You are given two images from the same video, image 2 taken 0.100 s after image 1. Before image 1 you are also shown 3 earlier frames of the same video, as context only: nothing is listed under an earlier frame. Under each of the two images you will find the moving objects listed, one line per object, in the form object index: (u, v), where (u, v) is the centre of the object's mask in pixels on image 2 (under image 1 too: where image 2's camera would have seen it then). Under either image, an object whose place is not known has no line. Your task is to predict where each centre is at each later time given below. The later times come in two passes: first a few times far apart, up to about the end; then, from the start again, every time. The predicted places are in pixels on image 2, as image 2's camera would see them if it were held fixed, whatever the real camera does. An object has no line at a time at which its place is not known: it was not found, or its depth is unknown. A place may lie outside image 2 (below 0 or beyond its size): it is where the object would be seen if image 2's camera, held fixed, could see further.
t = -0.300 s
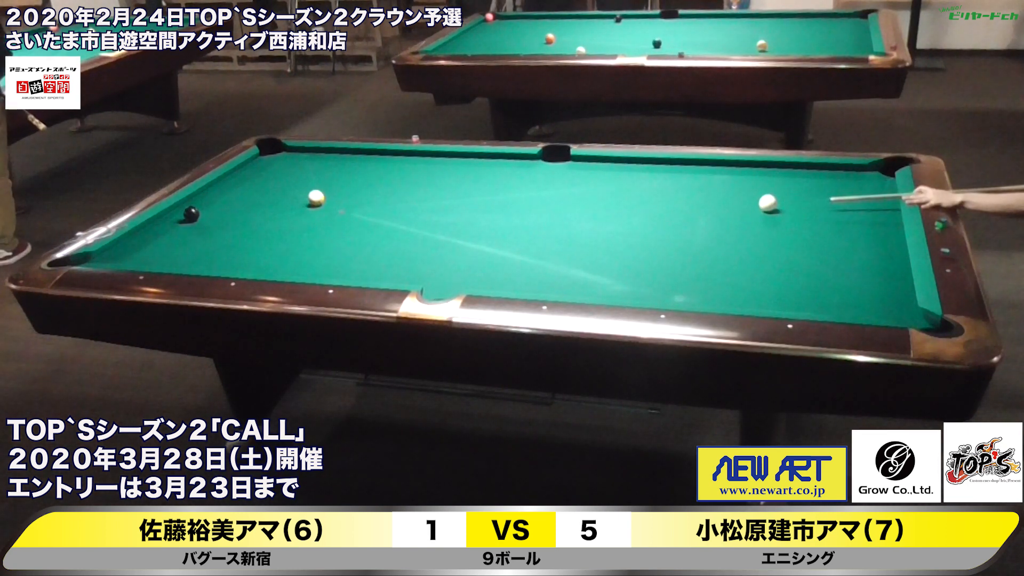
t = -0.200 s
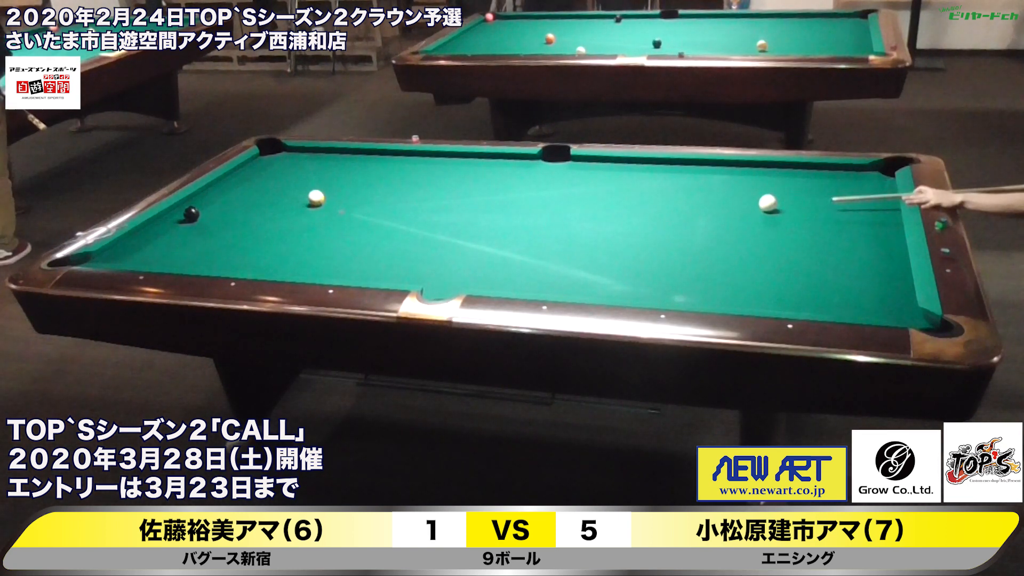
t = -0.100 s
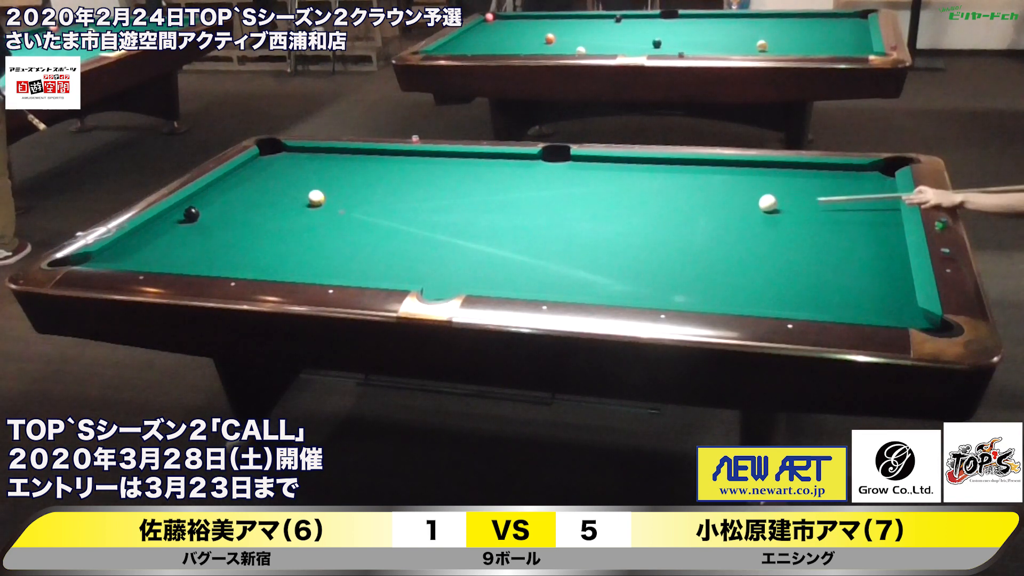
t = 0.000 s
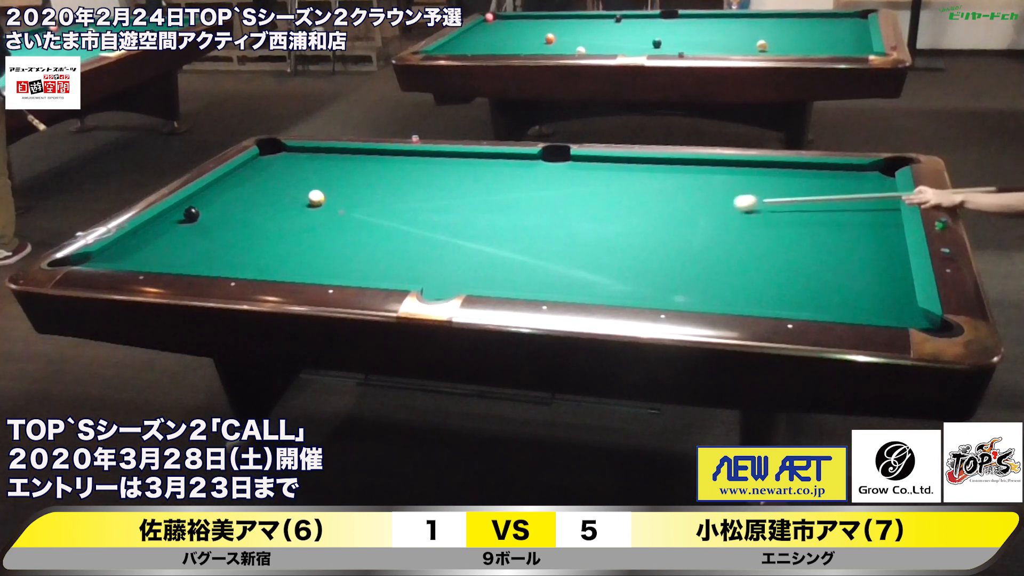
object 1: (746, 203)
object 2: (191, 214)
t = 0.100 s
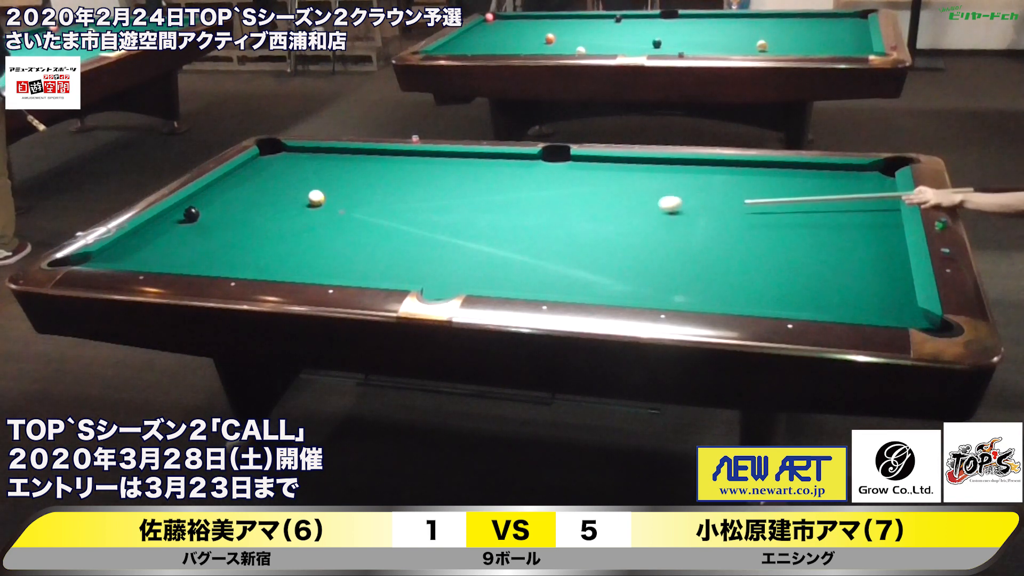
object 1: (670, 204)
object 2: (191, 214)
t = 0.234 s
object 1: (577, 206)
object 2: (191, 214)
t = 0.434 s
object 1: (443, 207)
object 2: (191, 214)
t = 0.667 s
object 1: (293, 210)
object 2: (191, 214)
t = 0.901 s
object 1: (206, 207)
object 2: (167, 221)
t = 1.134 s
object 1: (195, 200)
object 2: (211, 229)
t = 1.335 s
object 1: (215, 199)
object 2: (248, 238)
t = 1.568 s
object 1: (238, 198)
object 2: (295, 248)
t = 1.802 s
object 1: (260, 196)
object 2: (343, 260)
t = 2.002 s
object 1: (278, 196)
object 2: (386, 269)
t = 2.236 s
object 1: (298, 195)
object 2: (438, 281)
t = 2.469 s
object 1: (311, 192)
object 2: (493, 285)
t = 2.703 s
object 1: (322, 189)
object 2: (546, 286)
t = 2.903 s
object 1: (330, 187)
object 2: (590, 287)
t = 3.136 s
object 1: (338, 187)
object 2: (641, 287)
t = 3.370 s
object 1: (344, 186)
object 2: (690, 285)
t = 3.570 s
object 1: (349, 185)
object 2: (731, 284)
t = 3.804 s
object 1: (353, 183)
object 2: (778, 282)
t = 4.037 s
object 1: (356, 183)
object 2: (824, 281)
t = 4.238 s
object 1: (358, 182)
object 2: (862, 281)
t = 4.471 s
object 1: (360, 182)
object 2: (903, 281)
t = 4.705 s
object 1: (361, 181)
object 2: (879, 275)
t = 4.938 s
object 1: (361, 181)
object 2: (858, 270)
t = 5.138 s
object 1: (361, 181)
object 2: (841, 266)
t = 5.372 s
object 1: (361, 181)
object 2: (823, 263)
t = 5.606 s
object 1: (361, 181)
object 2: (807, 259)
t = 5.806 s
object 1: (361, 181)
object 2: (795, 256)
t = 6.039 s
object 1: (361, 181)
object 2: (782, 254)
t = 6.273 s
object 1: (361, 181)
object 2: (768, 252)
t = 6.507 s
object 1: (361, 181)
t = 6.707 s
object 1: (361, 181)
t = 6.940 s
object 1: (361, 181)
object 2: (746, 246)
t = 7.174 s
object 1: (361, 181)
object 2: (741, 245)
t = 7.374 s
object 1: (361, 181)
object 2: (737, 244)
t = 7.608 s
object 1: (361, 181)
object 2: (733, 244)
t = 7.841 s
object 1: (361, 181)
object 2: (730, 242)
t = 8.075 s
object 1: (361, 181)
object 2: (729, 243)
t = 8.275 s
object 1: (361, 181)
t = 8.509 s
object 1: (361, 181)
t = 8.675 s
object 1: (361, 181)
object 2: (729, 242)
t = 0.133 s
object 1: (647, 205)
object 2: (191, 214)
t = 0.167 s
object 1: (623, 205)
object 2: (191, 214)
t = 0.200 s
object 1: (600, 205)
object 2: (191, 214)
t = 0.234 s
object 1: (577, 206)
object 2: (191, 214)
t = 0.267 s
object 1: (554, 206)
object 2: (191, 214)
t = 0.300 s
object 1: (532, 206)
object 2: (191, 214)
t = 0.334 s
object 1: (509, 207)
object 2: (191, 214)
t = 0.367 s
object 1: (487, 207)
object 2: (191, 214)
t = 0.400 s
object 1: (465, 207)
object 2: (191, 214)
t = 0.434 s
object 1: (443, 207)
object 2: (191, 214)
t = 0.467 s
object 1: (421, 208)
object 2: (191, 214)
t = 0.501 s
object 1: (399, 208)
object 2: (191, 214)
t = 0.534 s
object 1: (378, 208)
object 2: (191, 214)
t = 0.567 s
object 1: (357, 209)
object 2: (191, 214)
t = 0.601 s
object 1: (336, 209)
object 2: (191, 214)
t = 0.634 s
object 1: (314, 209)
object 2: (191, 214)
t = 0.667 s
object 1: (293, 210)
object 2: (191, 214)
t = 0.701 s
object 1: (273, 210)
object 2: (191, 214)
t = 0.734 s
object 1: (252, 210)
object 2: (191, 214)
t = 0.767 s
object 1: (232, 211)
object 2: (191, 214)
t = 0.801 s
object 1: (211, 211)
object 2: (191, 214)
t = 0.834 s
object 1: (208, 210)
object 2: (174, 217)
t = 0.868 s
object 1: (207, 208)
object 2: (159, 219)
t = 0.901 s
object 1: (206, 207)
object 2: (167, 221)
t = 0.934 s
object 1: (204, 205)
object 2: (173, 222)
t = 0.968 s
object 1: (201, 204)
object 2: (180, 222)
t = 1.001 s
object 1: (197, 203)
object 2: (185, 224)
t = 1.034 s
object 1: (193, 202)
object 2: (192, 225)
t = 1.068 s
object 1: (189, 200)
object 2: (199, 227)
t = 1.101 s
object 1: (190, 200)
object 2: (204, 228)
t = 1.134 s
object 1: (195, 200)
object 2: (211, 229)
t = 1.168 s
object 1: (198, 200)
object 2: (217, 231)
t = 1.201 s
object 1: (202, 200)
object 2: (223, 232)
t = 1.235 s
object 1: (205, 199)
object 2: (230, 233)
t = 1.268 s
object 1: (208, 199)
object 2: (235, 235)
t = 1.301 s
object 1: (212, 199)
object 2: (242, 236)
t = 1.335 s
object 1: (215, 199)
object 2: (248, 238)
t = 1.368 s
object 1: (219, 199)
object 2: (255, 240)
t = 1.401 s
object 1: (222, 199)
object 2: (262, 241)
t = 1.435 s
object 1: (225, 198)
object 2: (268, 242)
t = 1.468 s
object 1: (229, 198)
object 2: (275, 243)
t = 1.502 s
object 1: (232, 198)
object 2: (281, 246)
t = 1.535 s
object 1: (235, 198)
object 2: (288, 246)
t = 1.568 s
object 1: (238, 198)
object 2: (295, 248)
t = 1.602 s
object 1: (242, 198)
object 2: (301, 250)
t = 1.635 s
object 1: (245, 198)
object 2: (308, 251)
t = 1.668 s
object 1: (248, 197)
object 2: (315, 253)
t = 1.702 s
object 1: (251, 197)
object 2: (322, 255)
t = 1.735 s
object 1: (254, 197)
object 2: (329, 256)
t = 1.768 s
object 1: (257, 197)
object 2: (336, 258)
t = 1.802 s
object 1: (260, 196)
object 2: (343, 260)
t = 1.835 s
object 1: (263, 197)
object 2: (351, 261)
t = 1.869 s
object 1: (266, 196)
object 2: (357, 262)
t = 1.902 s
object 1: (269, 196)
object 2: (365, 264)
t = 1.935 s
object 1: (272, 196)
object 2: (372, 266)
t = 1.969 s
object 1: (275, 196)
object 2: (379, 267)
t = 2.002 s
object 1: (278, 196)
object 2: (386, 269)
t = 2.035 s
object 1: (281, 196)
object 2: (393, 271)
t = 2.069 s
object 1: (284, 196)
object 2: (401, 272)
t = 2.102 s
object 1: (287, 196)
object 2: (408, 274)
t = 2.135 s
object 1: (289, 195)
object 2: (416, 275)
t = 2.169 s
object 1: (292, 195)
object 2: (424, 278)
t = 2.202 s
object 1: (295, 195)
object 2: (431, 278)
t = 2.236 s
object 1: (298, 195)
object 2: (438, 281)
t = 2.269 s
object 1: (300, 195)
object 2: (446, 283)
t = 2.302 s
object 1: (302, 195)
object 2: (454, 284)
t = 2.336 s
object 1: (304, 194)
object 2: (461, 284)
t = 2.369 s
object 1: (306, 193)
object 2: (469, 284)
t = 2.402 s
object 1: (307, 192)
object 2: (478, 284)
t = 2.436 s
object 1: (309, 192)
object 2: (485, 285)
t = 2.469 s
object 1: (311, 192)
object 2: (493, 285)
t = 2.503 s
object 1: (313, 191)
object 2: (500, 285)
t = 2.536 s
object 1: (314, 191)
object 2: (508, 286)
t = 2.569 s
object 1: (315, 190)
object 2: (516, 285)
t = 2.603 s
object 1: (317, 190)
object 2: (523, 286)
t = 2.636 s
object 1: (319, 189)
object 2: (531, 286)
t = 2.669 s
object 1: (321, 189)
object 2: (538, 286)
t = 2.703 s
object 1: (322, 189)
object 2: (546, 286)
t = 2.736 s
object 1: (323, 189)
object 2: (553, 286)
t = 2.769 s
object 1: (325, 189)
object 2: (561, 286)
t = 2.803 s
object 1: (326, 188)
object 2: (568, 287)
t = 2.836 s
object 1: (328, 188)
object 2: (576, 287)
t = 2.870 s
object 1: (329, 188)
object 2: (583, 287)
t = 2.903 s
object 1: (330, 187)
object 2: (590, 287)
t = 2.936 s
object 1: (331, 187)
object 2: (598, 287)
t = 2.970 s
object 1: (332, 187)
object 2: (605, 287)
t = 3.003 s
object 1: (334, 187)
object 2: (612, 288)
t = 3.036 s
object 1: (335, 187)
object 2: (619, 287)
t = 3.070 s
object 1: (336, 187)
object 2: (627, 287)
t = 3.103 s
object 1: (337, 187)
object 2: (634, 287)
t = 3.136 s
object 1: (338, 187)
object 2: (641, 287)
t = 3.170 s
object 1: (339, 187)
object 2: (648, 286)
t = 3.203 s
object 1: (340, 187)
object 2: (655, 286)
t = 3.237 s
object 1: (341, 186)
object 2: (662, 286)
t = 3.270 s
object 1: (342, 186)
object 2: (669, 286)
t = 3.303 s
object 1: (342, 186)
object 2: (676, 285)
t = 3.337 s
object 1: (343, 186)
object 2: (683, 285)
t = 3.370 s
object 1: (344, 186)
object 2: (690, 285)
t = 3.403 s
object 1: (345, 186)
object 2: (697, 285)
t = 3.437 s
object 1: (346, 186)
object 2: (704, 285)
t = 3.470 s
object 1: (347, 185)
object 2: (710, 285)
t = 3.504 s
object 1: (347, 185)
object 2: (718, 285)
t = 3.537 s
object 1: (348, 184)
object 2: (725, 284)
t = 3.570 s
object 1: (349, 185)
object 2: (731, 284)
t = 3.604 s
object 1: (349, 185)
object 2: (738, 284)
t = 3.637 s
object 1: (350, 184)
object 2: (745, 284)
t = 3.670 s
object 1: (350, 184)
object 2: (752, 283)
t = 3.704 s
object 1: (351, 184)
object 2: (759, 283)
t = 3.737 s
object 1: (352, 184)
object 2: (765, 283)
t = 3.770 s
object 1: (352, 184)
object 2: (772, 283)
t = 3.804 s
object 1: (353, 183)
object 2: (778, 282)
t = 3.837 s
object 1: (353, 183)
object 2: (785, 283)
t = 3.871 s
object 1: (354, 183)
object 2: (792, 282)
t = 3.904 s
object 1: (354, 183)
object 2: (798, 282)
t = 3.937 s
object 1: (355, 183)
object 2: (805, 282)
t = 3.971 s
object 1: (355, 183)
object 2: (811, 282)
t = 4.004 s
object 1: (356, 183)
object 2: (818, 282)
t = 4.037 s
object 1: (356, 183)
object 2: (824, 281)
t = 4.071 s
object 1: (357, 183)
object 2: (830, 281)
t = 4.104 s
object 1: (357, 182)
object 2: (837, 281)
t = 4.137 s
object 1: (357, 182)
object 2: (843, 281)
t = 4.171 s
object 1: (358, 182)
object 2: (849, 281)
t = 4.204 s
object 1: (358, 182)
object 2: (856, 281)
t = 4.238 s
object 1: (358, 182)
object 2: (862, 281)
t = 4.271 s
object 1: (358, 182)
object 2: (868, 281)
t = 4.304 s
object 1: (359, 182)
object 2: (875, 281)
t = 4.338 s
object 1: (359, 182)
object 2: (881, 281)
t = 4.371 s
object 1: (359, 182)
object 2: (887, 281)
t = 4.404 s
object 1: (360, 182)
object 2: (893, 280)
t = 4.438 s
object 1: (360, 182)
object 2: (899, 280)
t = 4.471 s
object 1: (360, 182)
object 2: (903, 281)
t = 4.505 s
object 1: (360, 182)
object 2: (899, 280)
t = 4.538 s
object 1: (360, 182)
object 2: (896, 279)
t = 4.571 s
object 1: (360, 182)
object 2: (893, 278)
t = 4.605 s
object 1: (360, 181)
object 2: (889, 277)
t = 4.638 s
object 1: (360, 181)
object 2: (886, 277)
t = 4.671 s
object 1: (360, 181)
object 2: (883, 276)
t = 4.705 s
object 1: (361, 181)
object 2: (879, 275)
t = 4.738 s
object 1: (361, 181)
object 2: (876, 274)
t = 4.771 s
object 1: (361, 181)
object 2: (873, 273)
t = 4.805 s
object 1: (361, 181)
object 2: (870, 273)
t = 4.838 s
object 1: (361, 181)
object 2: (867, 272)
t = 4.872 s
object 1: (361, 181)
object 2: (864, 271)
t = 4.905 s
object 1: (361, 181)
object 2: (861, 271)
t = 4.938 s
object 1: (361, 181)
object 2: (858, 270)
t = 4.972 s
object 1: (361, 181)
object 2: (855, 269)
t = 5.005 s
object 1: (361, 181)
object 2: (852, 269)
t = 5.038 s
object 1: (361, 181)
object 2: (849, 268)
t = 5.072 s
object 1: (361, 181)
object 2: (846, 267)
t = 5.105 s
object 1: (361, 181)
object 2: (844, 267)
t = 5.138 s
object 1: (361, 181)
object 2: (841, 266)
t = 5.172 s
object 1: (361, 181)
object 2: (838, 265)
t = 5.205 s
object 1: (361, 181)
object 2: (836, 265)
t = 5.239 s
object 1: (361, 181)
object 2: (834, 264)
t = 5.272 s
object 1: (361, 181)
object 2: (831, 264)
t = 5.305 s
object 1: (361, 181)
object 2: (829, 264)
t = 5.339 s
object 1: (361, 181)
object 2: (826, 263)
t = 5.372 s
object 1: (361, 181)
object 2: (823, 263)
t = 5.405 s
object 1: (361, 181)
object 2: (821, 262)
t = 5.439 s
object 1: (361, 181)
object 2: (819, 261)
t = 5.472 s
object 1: (361, 181)
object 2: (817, 261)
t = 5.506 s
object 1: (361, 181)
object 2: (814, 261)
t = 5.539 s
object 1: (361, 181)
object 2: (812, 260)
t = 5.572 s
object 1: (361, 181)
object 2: (809, 259)
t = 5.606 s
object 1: (361, 181)
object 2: (807, 259)
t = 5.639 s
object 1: (361, 181)
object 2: (805, 258)
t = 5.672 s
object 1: (361, 181)
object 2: (803, 258)
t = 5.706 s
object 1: (361, 181)
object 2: (801, 257)
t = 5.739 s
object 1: (361, 181)
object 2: (799, 257)
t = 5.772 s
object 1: (361, 181)
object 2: (797, 257)
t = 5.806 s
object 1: (361, 181)
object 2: (795, 256)
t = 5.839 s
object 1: (361, 181)
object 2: (793, 256)
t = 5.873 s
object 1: (361, 181)
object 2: (791, 255)
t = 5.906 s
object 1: (361, 181)
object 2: (790, 255)
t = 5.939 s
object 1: (361, 181)
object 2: (788, 255)
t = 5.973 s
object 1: (361, 181)
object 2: (786, 255)
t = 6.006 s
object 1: (361, 181)
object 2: (784, 254)
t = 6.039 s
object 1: (361, 181)
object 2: (782, 254)
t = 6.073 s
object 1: (361, 181)
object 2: (781, 253)
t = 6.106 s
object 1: (361, 181)
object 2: (779, 253)
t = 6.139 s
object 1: (361, 181)
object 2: (777, 252)
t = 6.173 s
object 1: (361, 181)
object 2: (776, 253)
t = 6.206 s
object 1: (361, 181)
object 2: (774, 252)
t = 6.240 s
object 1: (361, 181)
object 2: (772, 252)
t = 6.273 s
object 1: (361, 181)
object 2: (768, 252)
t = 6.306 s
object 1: (361, 181)
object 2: (769, 251)
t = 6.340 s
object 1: (361, 181)
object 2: (768, 250)
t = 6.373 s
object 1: (361, 181)
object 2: (766, 251)
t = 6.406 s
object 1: (361, 181)
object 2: (763, 249)
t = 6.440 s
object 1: (361, 181)
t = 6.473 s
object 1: (361, 181)
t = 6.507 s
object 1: (361, 181)
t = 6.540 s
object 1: (361, 181)
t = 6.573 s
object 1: (361, 181)
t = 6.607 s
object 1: (361, 181)
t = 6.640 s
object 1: (361, 181)
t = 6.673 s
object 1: (361, 181)
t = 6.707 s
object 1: (361, 181)
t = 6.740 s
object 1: (361, 181)
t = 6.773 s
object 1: (361, 181)
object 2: (752, 248)
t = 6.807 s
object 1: (361, 181)
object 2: (750, 246)
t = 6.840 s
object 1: (361, 181)
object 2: (750, 247)
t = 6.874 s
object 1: (361, 181)
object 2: (749, 247)
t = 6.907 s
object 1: (361, 181)
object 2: (748, 247)
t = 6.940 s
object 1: (361, 181)
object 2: (746, 246)
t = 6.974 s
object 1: (361, 181)
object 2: (746, 246)
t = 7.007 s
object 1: (361, 181)
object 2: (745, 246)
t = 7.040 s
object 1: (361, 181)
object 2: (744, 246)
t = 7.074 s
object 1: (361, 181)
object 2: (743, 246)
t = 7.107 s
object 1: (361, 181)
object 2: (742, 245)
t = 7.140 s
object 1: (361, 181)
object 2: (742, 245)
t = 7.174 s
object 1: (361, 181)
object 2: (741, 245)
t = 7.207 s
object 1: (361, 181)
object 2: (740, 245)
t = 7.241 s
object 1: (361, 181)
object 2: (739, 245)
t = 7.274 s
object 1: (361, 181)
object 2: (739, 245)
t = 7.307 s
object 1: (361, 181)
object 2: (738, 244)
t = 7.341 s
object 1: (361, 181)
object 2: (737, 245)
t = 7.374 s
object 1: (361, 181)
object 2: (737, 244)
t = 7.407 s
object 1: (361, 181)
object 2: (736, 244)
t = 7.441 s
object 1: (361, 181)
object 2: (736, 244)
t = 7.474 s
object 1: (361, 181)
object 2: (735, 244)
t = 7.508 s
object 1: (361, 181)
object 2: (735, 244)
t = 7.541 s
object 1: (361, 181)
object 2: (734, 244)
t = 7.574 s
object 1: (361, 181)
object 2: (734, 244)
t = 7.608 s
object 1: (361, 181)
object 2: (733, 244)
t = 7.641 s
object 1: (361, 181)
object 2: (733, 243)
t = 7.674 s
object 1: (361, 181)
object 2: (732, 243)
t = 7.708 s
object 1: (361, 181)
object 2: (732, 243)
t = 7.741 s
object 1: (361, 181)
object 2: (732, 243)
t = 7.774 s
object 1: (361, 181)
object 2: (731, 243)
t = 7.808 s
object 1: (361, 181)
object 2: (730, 242)
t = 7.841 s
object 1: (361, 181)
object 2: (730, 242)
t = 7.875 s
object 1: (361, 181)
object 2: (730, 243)
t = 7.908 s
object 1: (361, 181)
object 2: (730, 242)
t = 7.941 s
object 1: (361, 181)
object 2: (730, 243)
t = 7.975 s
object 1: (361, 181)
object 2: (730, 242)
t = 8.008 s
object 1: (361, 181)
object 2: (729, 242)
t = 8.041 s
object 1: (361, 181)
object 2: (729, 242)
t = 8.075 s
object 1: (361, 181)
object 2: (729, 243)
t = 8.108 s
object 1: (361, 181)
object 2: (729, 243)
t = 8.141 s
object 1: (361, 181)
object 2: (729, 243)
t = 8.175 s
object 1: (361, 181)
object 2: (727, 242)
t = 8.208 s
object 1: (361, 181)
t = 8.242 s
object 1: (361, 181)
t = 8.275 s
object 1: (361, 181)
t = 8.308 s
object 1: (361, 181)
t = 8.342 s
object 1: (361, 181)
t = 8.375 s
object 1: (361, 181)
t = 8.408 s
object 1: (361, 181)
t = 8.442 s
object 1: (361, 181)
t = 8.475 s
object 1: (361, 181)
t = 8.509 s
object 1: (361, 181)
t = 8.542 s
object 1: (361, 181)
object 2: (730, 242)
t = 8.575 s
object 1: (361, 181)
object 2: (729, 242)
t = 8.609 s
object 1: (361, 181)
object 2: (729, 242)
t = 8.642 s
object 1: (361, 181)
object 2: (729, 242)
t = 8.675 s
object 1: (361, 181)
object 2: (729, 242)
